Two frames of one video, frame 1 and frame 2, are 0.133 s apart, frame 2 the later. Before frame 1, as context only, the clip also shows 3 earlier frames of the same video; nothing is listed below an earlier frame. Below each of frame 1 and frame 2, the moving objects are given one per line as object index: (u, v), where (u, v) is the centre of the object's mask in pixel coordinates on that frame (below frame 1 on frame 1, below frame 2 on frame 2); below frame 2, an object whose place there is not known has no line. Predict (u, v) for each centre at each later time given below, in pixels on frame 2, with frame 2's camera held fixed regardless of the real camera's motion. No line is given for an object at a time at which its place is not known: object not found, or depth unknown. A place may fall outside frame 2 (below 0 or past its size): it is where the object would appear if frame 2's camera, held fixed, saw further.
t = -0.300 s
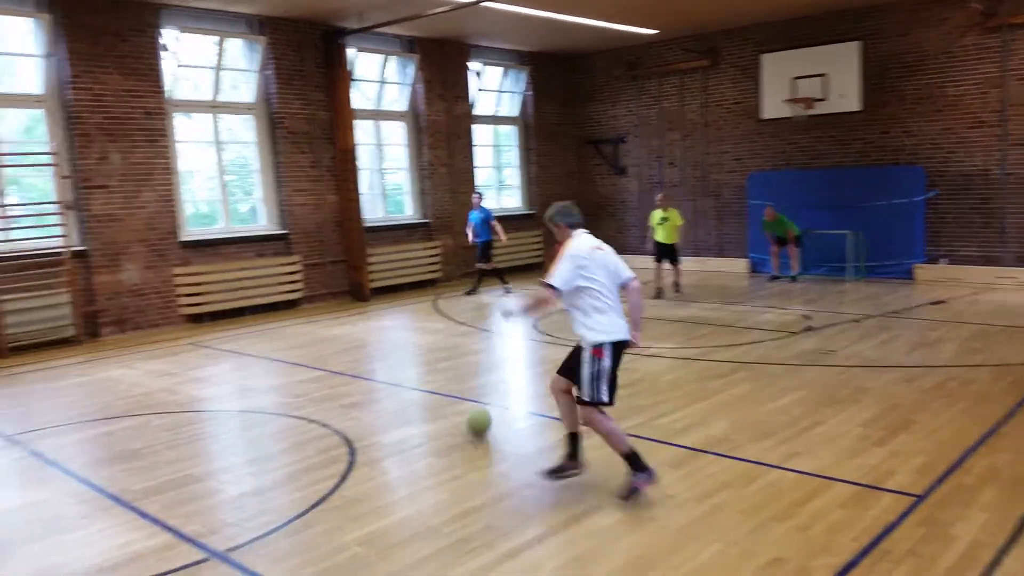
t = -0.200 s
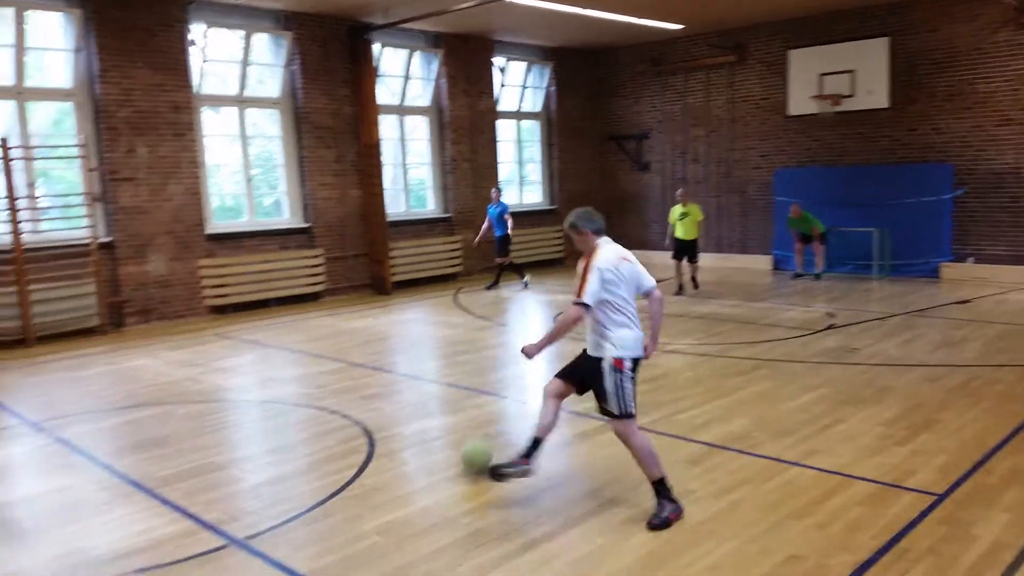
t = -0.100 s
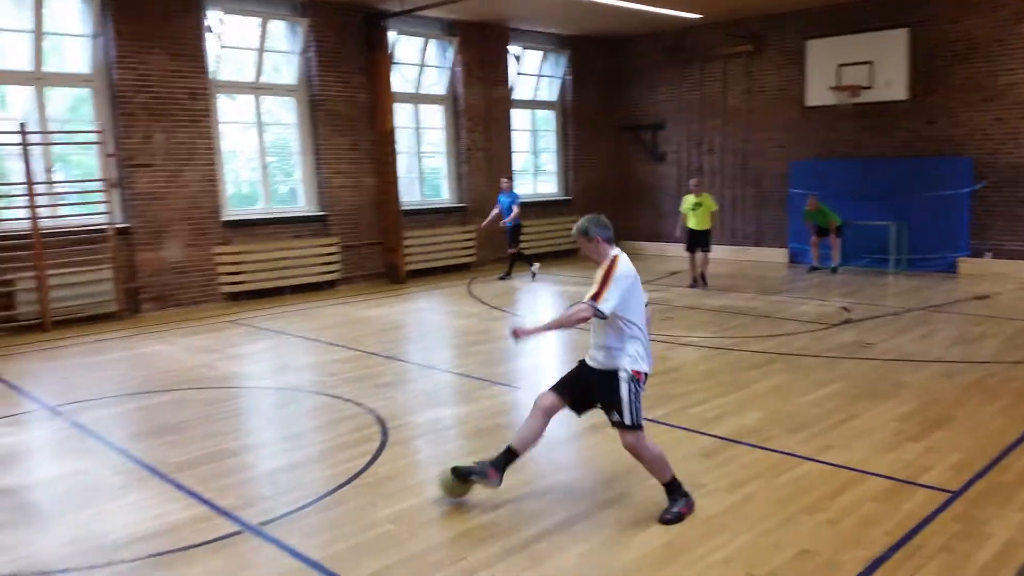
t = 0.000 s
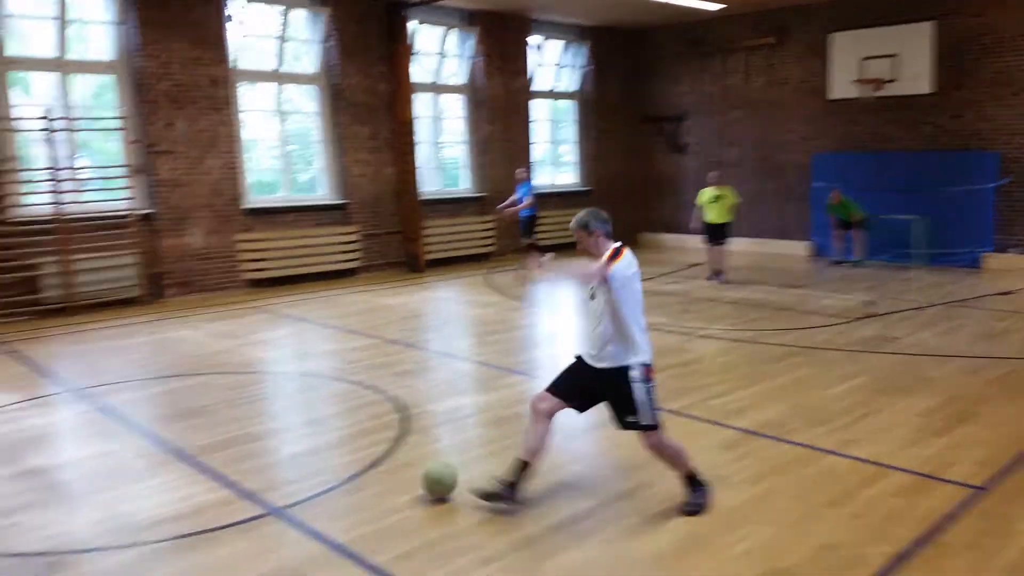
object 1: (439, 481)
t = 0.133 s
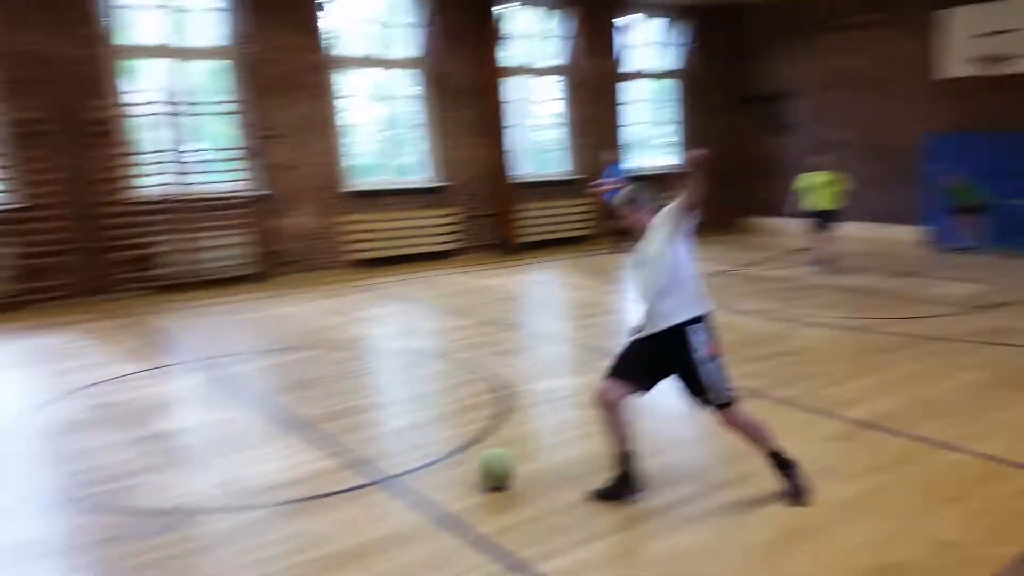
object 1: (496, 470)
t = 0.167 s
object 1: (484, 473)
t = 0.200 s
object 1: (473, 476)
